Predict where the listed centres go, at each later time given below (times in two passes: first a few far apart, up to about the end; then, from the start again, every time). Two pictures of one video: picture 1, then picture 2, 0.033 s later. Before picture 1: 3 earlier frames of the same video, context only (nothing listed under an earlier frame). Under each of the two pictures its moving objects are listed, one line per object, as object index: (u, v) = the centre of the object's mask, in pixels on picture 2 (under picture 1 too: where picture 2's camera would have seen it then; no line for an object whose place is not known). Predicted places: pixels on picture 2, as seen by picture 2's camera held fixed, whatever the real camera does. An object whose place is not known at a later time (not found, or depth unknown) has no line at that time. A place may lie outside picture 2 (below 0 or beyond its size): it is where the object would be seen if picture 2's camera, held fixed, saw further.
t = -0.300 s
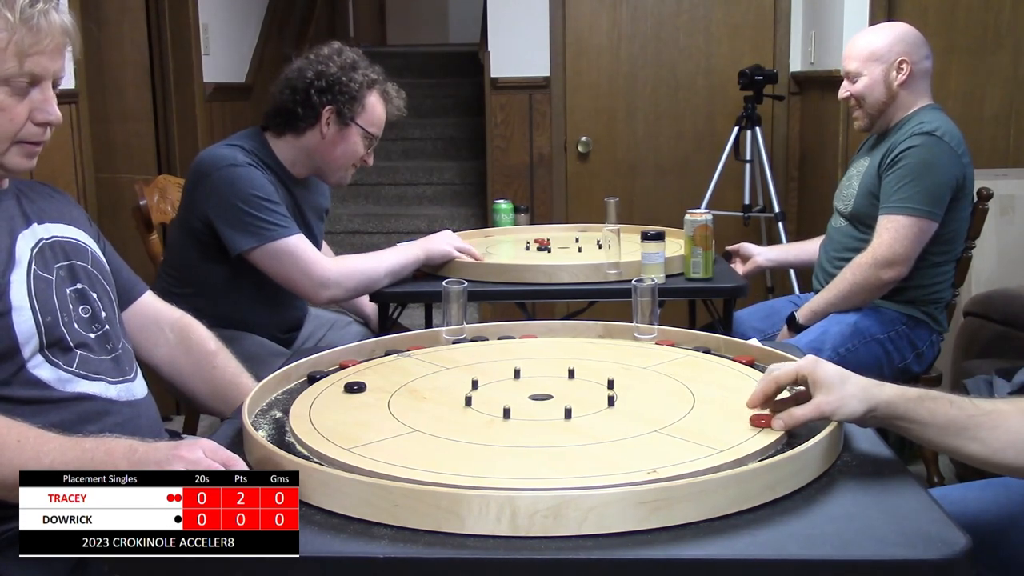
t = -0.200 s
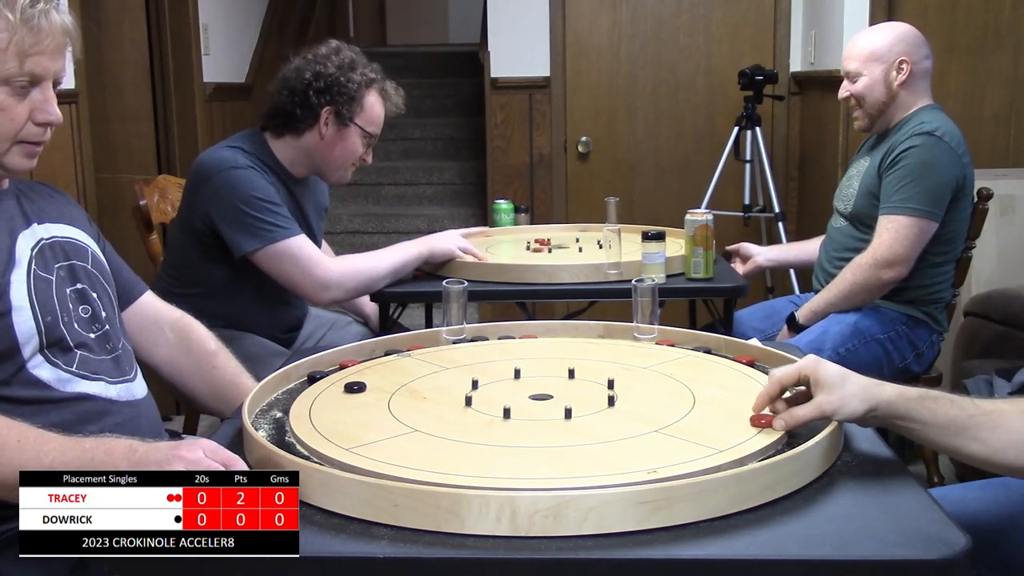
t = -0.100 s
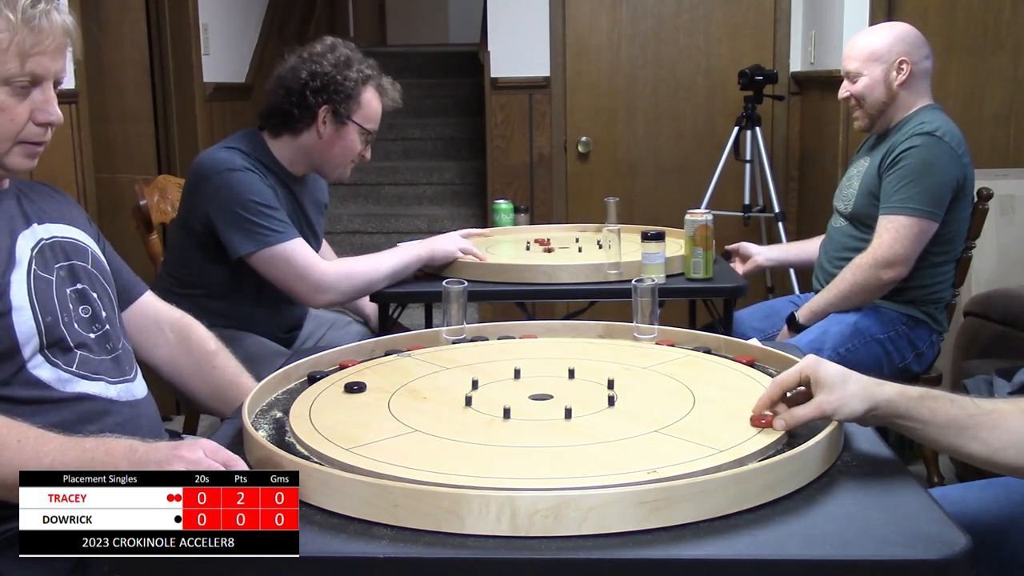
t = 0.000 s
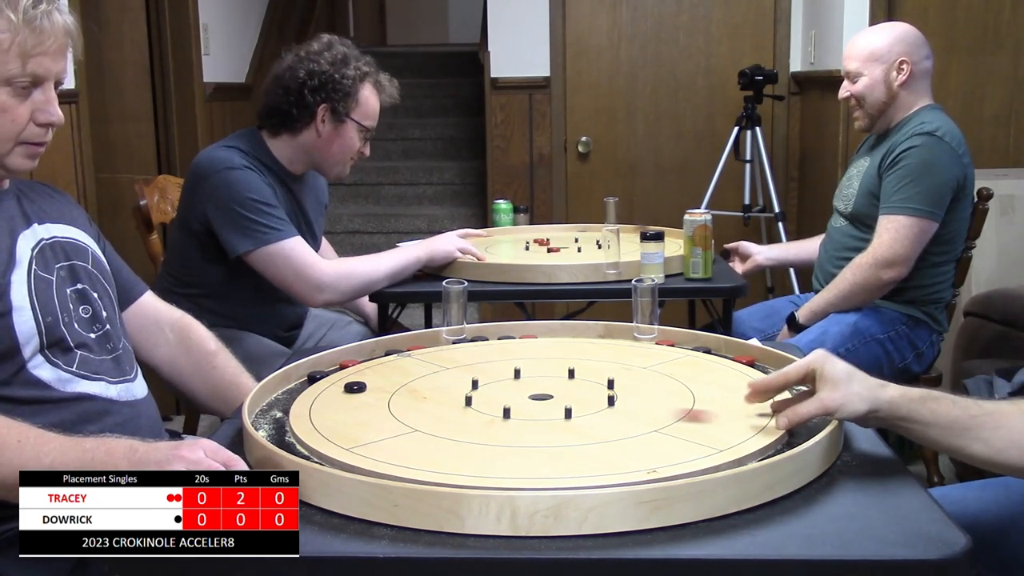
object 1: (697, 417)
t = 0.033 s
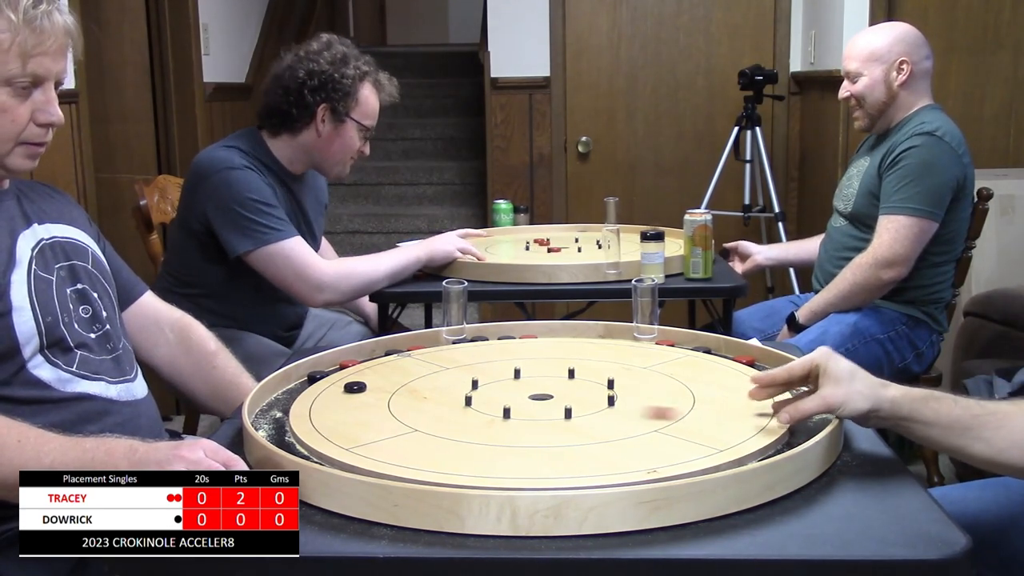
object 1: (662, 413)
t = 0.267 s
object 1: (484, 398)
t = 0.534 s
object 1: (527, 382)
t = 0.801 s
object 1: (560, 390)
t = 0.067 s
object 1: (632, 411)
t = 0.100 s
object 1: (600, 408)
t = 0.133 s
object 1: (573, 405)
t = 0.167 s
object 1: (548, 405)
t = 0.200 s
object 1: (521, 402)
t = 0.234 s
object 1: (498, 400)
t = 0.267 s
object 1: (484, 398)
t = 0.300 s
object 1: (489, 394)
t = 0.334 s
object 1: (495, 391)
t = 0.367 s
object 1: (501, 387)
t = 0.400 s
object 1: (506, 384)
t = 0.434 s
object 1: (510, 382)
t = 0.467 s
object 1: (514, 379)
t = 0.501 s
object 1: (520, 380)
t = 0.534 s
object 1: (527, 382)
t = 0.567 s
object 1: (535, 384)
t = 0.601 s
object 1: (540, 385)
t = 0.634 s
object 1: (546, 387)
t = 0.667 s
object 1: (550, 388)
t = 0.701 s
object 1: (554, 389)
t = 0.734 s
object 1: (557, 390)
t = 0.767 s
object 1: (559, 390)
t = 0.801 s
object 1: (560, 390)
